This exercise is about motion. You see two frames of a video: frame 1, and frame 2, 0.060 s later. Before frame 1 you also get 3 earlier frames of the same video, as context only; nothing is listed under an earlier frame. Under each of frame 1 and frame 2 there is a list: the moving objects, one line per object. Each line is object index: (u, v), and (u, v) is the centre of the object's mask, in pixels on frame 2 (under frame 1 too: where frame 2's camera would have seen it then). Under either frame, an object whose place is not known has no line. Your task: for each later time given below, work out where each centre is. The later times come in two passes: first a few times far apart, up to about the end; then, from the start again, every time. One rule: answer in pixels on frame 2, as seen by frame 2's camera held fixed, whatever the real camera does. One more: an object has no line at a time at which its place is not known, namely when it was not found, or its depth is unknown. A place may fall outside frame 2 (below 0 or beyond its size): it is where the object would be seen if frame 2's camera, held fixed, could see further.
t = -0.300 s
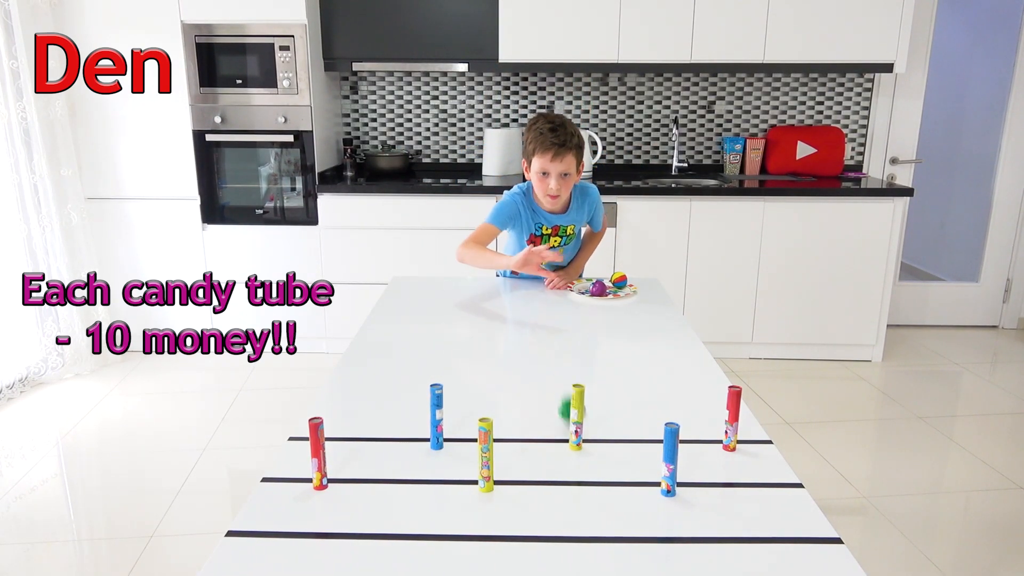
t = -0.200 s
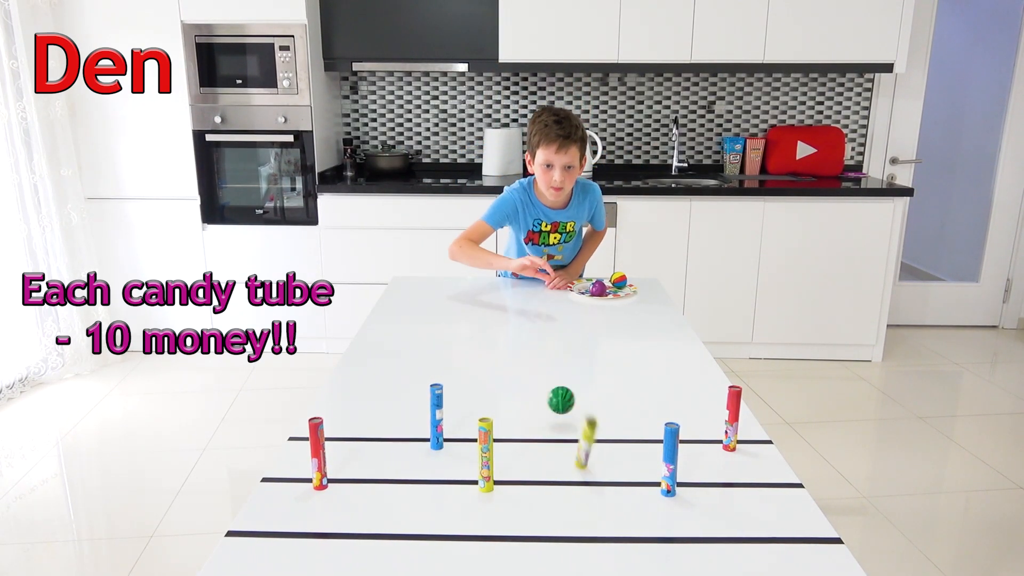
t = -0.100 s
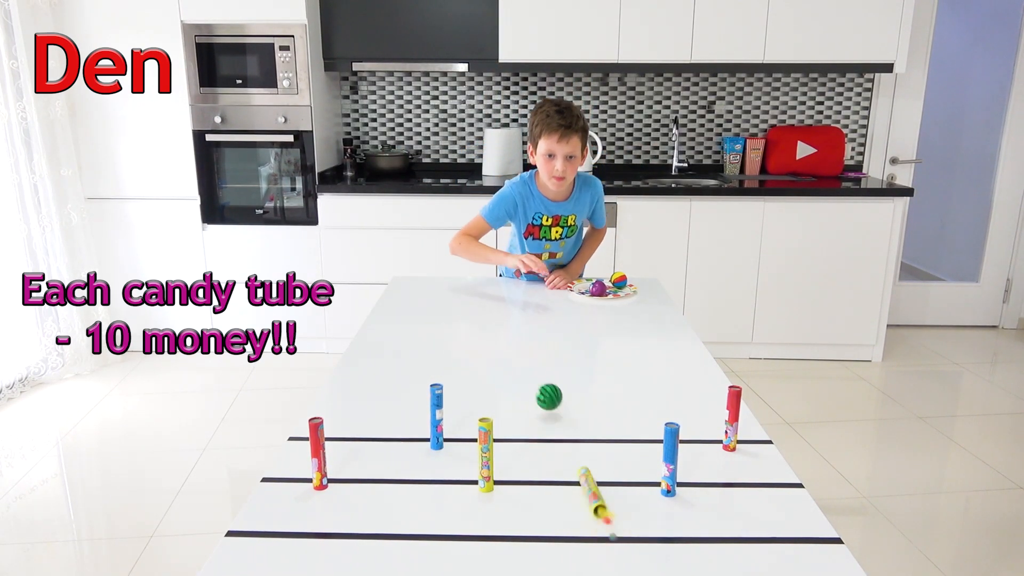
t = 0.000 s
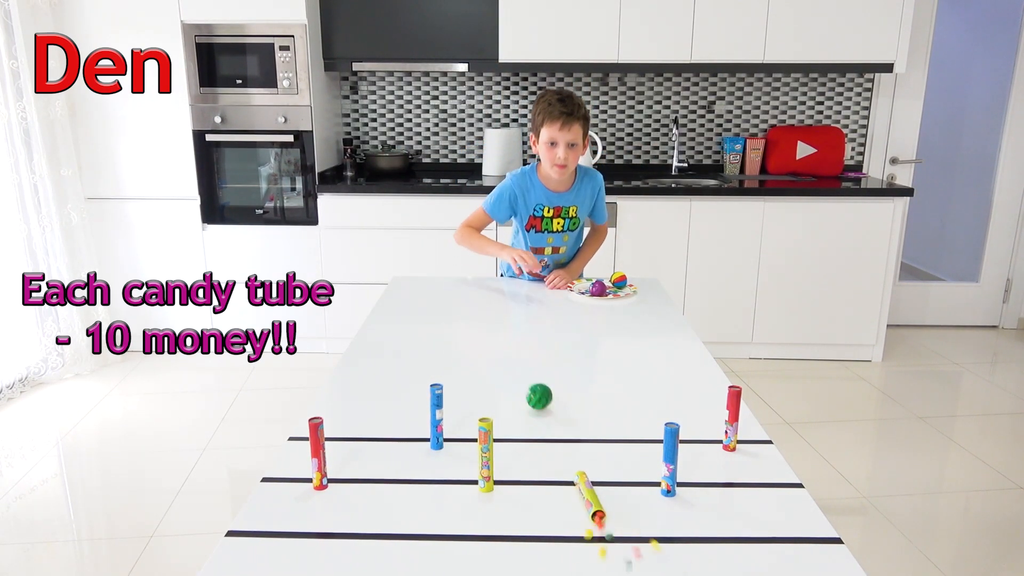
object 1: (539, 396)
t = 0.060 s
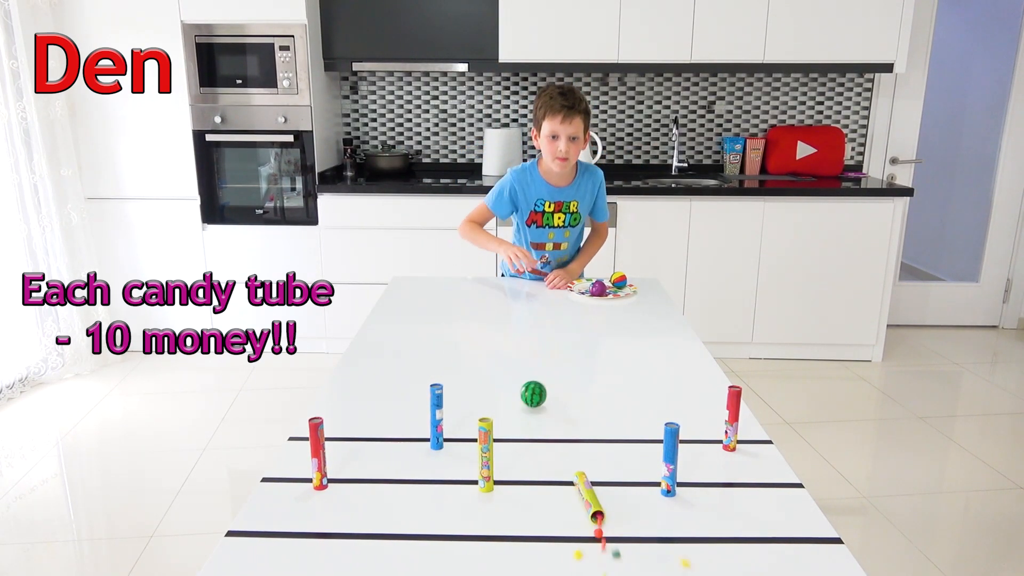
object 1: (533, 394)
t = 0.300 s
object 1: (509, 385)
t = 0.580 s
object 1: (486, 376)
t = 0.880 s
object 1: (464, 366)
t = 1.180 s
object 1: (443, 357)
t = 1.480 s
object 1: (427, 350)
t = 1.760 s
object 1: (413, 344)
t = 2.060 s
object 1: (400, 338)
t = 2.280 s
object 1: (394, 334)
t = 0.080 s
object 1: (531, 395)
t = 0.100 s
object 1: (529, 392)
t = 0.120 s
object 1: (527, 391)
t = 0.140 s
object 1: (525, 391)
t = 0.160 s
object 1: (523, 392)
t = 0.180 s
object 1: (521, 390)
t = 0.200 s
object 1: (519, 389)
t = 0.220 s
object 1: (517, 389)
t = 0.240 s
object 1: (515, 387)
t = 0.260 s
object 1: (513, 387)
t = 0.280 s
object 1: (511, 386)
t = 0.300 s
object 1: (509, 385)
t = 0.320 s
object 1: (507, 384)
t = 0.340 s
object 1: (505, 384)
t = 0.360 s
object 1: (504, 383)
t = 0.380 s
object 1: (502, 382)
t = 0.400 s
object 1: (500, 382)
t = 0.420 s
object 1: (498, 381)
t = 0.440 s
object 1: (497, 380)
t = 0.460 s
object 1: (495, 380)
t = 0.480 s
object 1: (494, 379)
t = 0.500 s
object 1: (492, 378)
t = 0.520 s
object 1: (490, 378)
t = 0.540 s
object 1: (489, 377)
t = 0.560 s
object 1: (488, 376)
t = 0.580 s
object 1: (486, 376)
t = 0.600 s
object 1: (485, 375)
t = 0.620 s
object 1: (483, 374)
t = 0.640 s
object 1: (482, 374)
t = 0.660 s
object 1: (480, 373)
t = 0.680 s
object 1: (479, 372)
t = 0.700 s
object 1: (478, 372)
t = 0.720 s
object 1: (476, 371)
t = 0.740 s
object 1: (475, 370)
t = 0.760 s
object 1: (473, 370)
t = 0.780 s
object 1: (472, 369)
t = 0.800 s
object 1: (470, 369)
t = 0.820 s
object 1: (469, 368)
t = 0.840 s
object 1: (467, 367)
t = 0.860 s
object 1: (466, 367)
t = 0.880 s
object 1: (464, 366)
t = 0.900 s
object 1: (463, 365)
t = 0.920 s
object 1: (461, 365)
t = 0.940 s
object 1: (460, 364)
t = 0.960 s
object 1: (459, 363)
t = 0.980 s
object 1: (457, 363)
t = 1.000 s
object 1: (455, 362)
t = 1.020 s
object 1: (454, 362)
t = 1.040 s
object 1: (452, 361)
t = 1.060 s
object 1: (451, 360)
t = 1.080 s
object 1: (450, 360)
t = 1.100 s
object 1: (448, 359)
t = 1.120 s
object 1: (447, 359)
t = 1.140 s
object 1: (446, 358)
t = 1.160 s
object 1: (444, 358)
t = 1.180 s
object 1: (443, 357)
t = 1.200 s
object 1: (442, 357)
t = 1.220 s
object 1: (441, 356)
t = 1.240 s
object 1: (440, 356)
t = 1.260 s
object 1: (439, 355)
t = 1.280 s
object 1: (437, 355)
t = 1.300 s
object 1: (436, 354)
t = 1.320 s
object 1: (436, 354)
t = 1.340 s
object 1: (435, 354)
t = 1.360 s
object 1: (433, 353)
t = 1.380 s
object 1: (433, 353)
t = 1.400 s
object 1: (432, 352)
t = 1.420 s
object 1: (430, 352)
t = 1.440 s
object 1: (429, 351)
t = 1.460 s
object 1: (428, 351)
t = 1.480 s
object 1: (427, 350)
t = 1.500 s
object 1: (426, 350)
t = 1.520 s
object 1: (425, 349)
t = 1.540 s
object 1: (424, 349)
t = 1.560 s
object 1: (423, 348)
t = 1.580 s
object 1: (422, 348)
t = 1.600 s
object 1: (421, 347)
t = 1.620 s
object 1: (420, 347)
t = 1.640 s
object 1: (419, 347)
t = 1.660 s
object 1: (418, 346)
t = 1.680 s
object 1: (417, 346)
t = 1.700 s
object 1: (416, 345)
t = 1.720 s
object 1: (415, 345)
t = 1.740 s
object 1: (414, 344)
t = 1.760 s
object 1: (413, 344)
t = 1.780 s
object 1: (411, 343)
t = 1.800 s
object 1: (410, 343)
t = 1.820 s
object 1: (409, 342)
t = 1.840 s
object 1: (408, 342)
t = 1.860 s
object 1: (407, 341)
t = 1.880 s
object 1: (407, 341)
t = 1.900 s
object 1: (406, 341)
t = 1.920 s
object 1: (405, 340)
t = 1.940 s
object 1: (404, 340)
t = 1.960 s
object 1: (403, 340)
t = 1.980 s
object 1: (403, 339)
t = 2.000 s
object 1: (402, 339)
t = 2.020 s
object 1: (401, 339)
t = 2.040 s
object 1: (400, 338)
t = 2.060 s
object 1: (400, 338)
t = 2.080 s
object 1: (399, 337)
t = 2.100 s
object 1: (399, 337)
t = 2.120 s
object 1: (398, 337)
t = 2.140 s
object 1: (398, 336)
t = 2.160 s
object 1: (397, 336)
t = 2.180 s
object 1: (397, 336)
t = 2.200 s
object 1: (396, 336)
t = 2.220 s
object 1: (396, 335)
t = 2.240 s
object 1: (395, 335)
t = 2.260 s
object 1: (395, 335)
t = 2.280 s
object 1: (394, 334)
